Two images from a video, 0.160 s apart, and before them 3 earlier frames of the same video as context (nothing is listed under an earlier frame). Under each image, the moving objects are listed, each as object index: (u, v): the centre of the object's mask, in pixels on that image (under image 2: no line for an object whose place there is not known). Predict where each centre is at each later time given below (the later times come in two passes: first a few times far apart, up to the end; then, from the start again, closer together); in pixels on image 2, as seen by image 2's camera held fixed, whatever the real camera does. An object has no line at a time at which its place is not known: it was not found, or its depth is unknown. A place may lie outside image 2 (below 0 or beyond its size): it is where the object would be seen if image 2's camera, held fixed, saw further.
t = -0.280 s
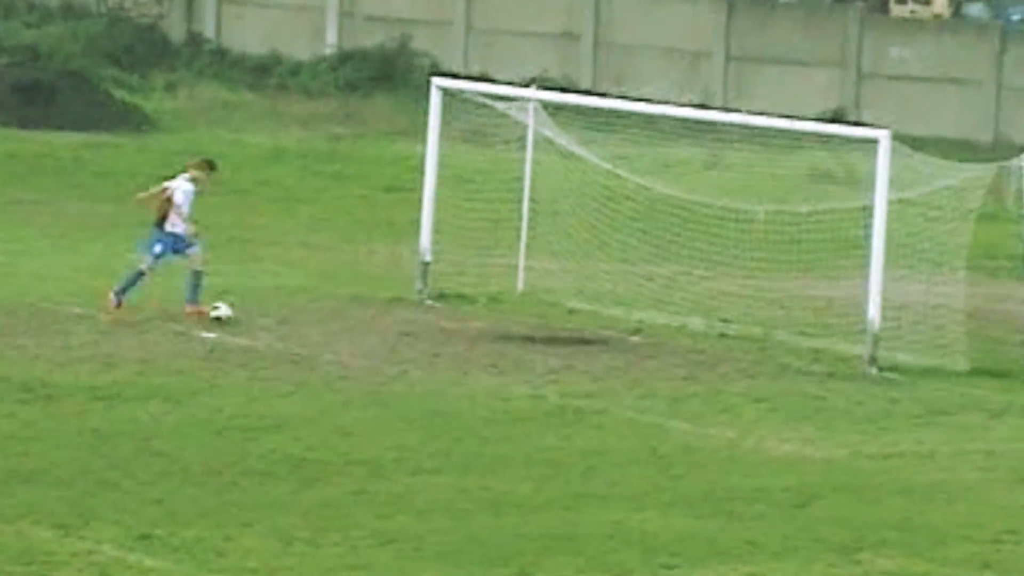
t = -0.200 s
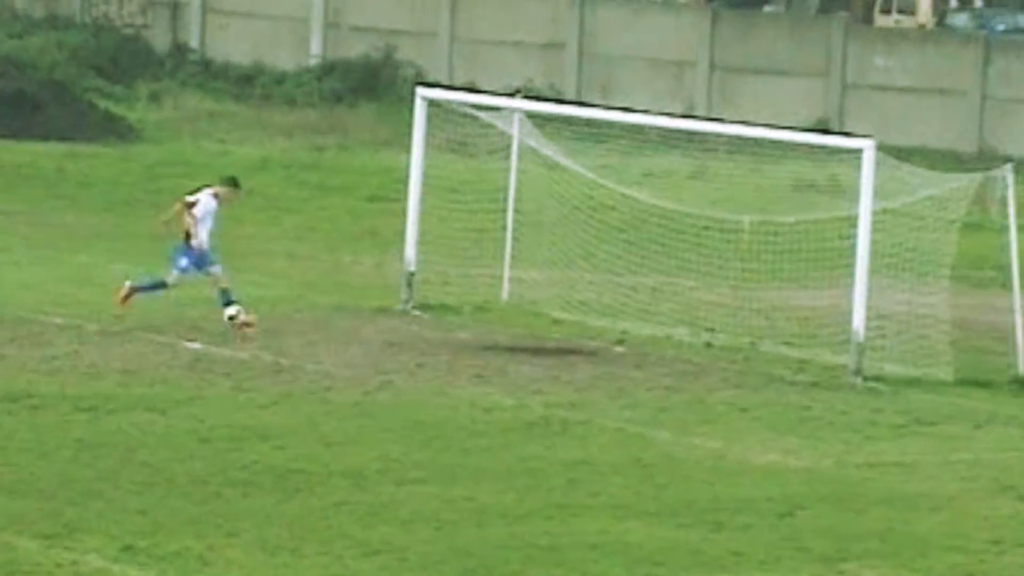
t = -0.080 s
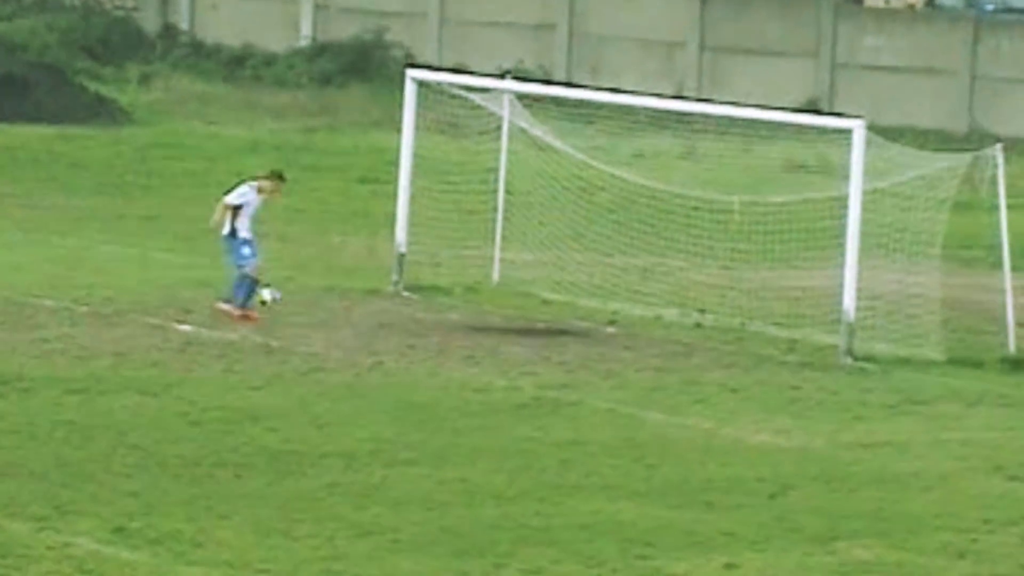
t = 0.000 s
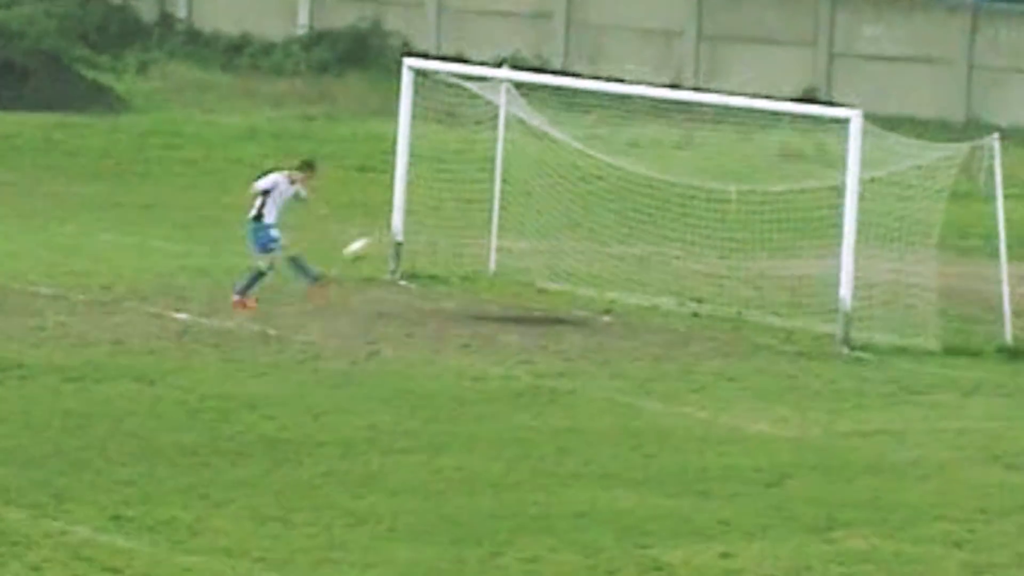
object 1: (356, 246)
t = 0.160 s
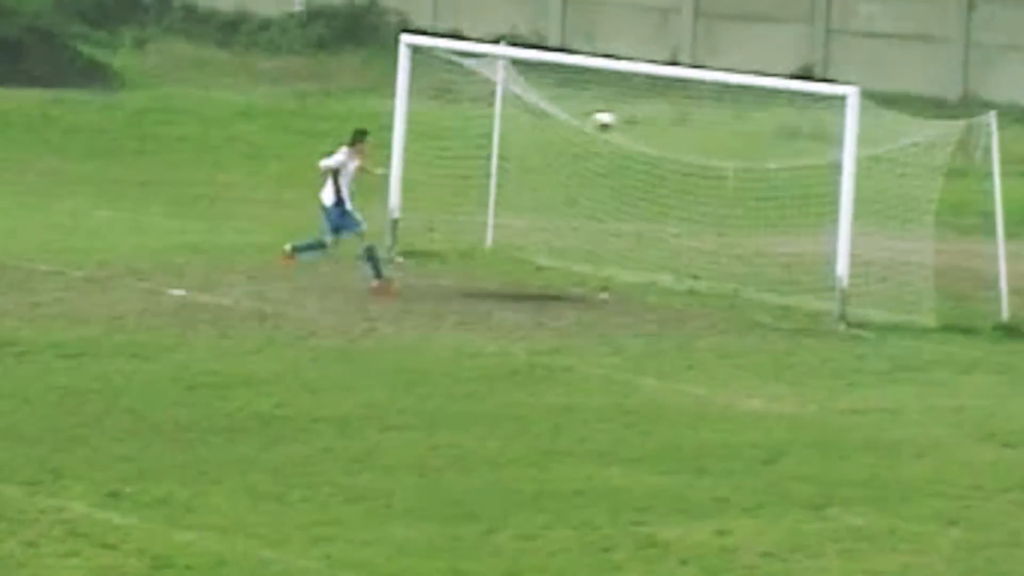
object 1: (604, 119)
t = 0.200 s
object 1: (661, 99)
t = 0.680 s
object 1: (688, 133)
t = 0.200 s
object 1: (661, 99)
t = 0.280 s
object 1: (709, 134)
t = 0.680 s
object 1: (688, 133)
